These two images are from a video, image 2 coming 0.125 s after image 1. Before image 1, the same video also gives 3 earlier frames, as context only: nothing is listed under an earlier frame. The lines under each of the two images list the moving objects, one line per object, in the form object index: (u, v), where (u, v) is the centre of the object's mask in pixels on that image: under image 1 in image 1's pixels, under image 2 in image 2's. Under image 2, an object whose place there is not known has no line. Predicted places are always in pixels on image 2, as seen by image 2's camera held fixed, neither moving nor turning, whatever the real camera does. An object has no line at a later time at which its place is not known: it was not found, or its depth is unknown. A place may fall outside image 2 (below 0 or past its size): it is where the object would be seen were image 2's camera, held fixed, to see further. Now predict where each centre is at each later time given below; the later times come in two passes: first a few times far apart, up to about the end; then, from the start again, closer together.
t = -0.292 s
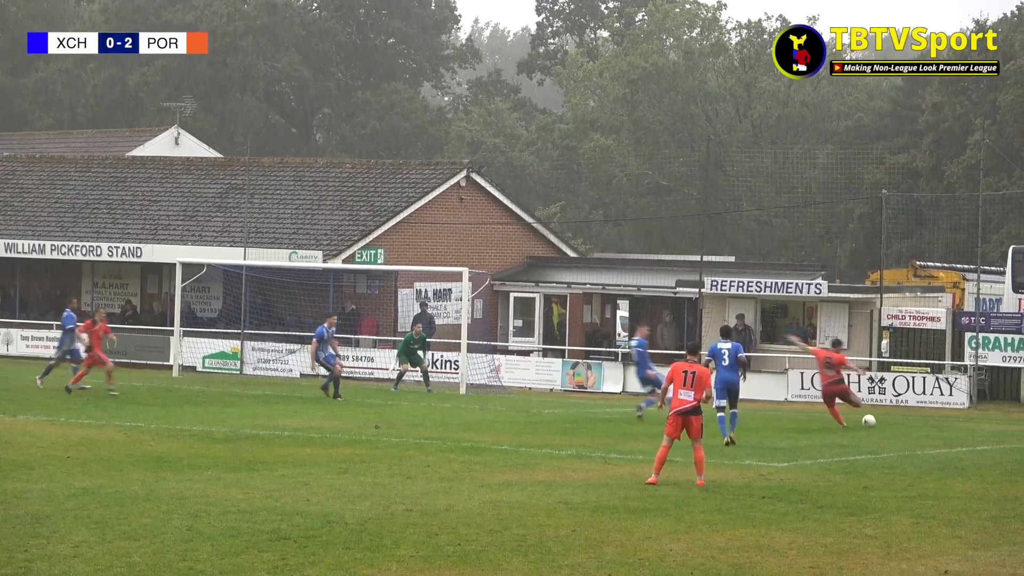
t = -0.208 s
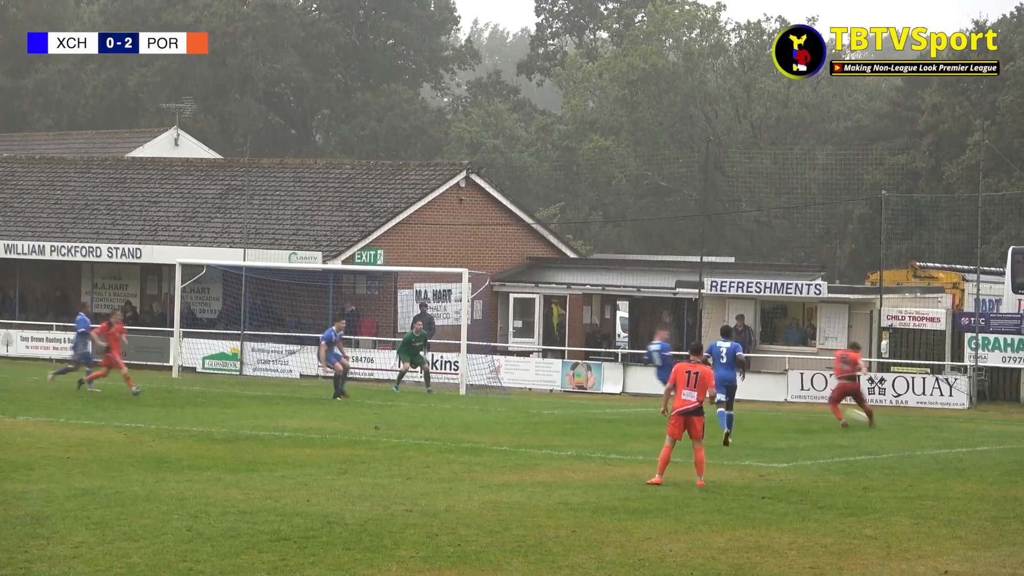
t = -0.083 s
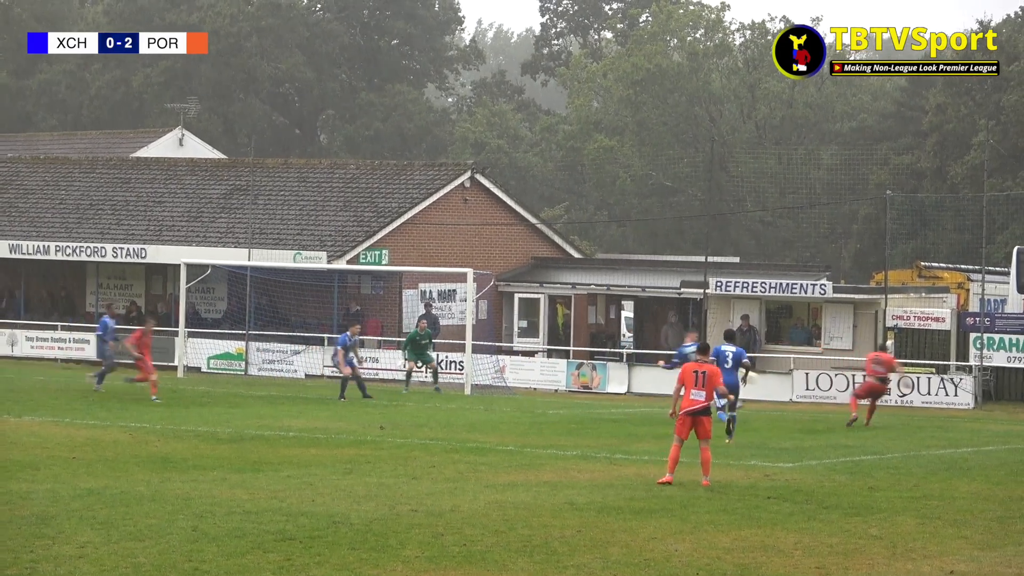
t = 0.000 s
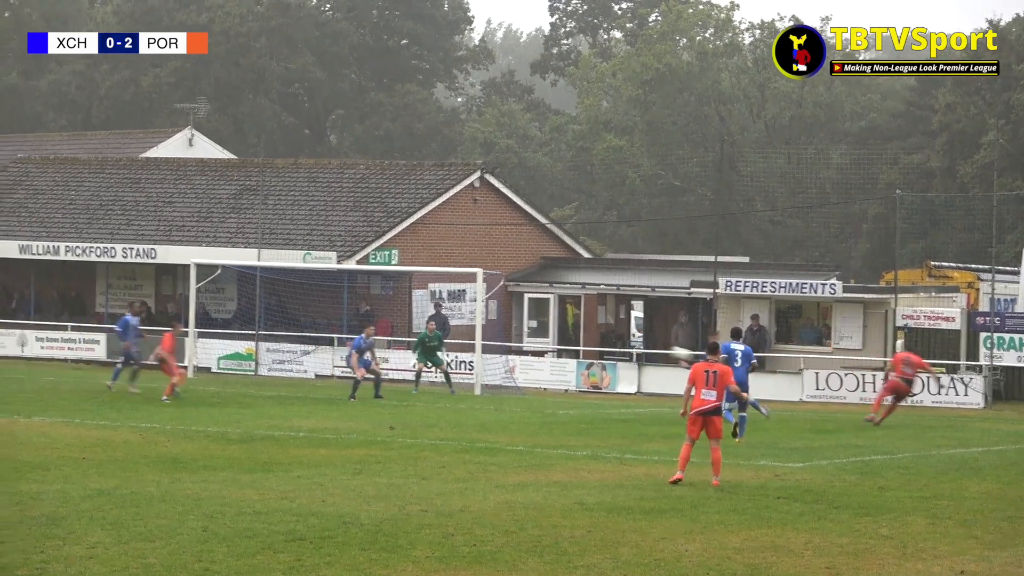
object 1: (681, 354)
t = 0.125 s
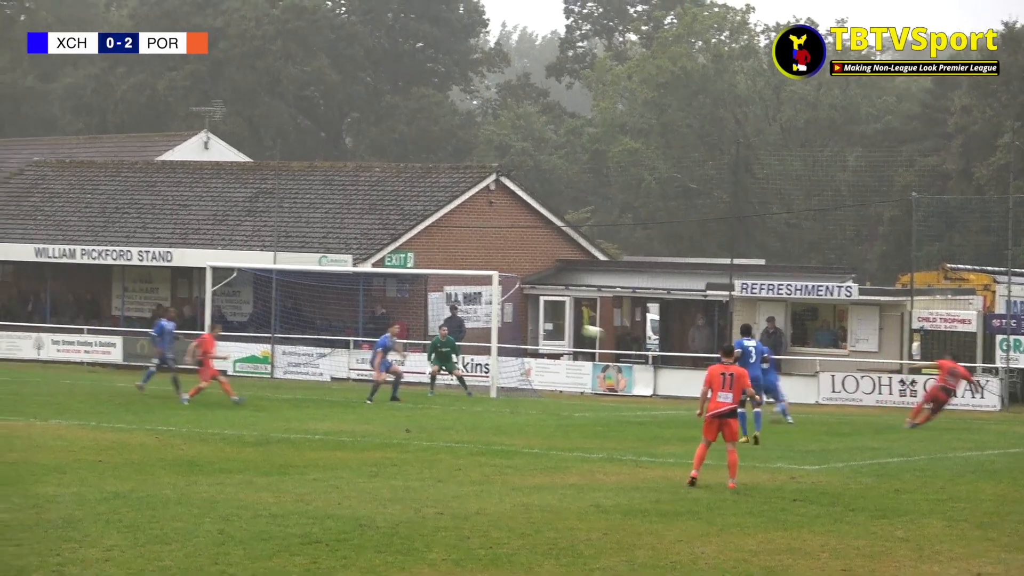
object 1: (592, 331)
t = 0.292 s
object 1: (465, 311)
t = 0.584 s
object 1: (260, 307)
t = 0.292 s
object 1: (465, 311)
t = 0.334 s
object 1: (433, 309)
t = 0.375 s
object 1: (403, 307)
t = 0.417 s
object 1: (374, 306)
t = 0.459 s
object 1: (345, 305)
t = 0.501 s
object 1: (315, 305)
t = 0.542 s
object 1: (288, 306)
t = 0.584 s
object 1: (260, 307)
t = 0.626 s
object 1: (232, 311)
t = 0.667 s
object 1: (205, 313)
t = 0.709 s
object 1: (178, 318)
